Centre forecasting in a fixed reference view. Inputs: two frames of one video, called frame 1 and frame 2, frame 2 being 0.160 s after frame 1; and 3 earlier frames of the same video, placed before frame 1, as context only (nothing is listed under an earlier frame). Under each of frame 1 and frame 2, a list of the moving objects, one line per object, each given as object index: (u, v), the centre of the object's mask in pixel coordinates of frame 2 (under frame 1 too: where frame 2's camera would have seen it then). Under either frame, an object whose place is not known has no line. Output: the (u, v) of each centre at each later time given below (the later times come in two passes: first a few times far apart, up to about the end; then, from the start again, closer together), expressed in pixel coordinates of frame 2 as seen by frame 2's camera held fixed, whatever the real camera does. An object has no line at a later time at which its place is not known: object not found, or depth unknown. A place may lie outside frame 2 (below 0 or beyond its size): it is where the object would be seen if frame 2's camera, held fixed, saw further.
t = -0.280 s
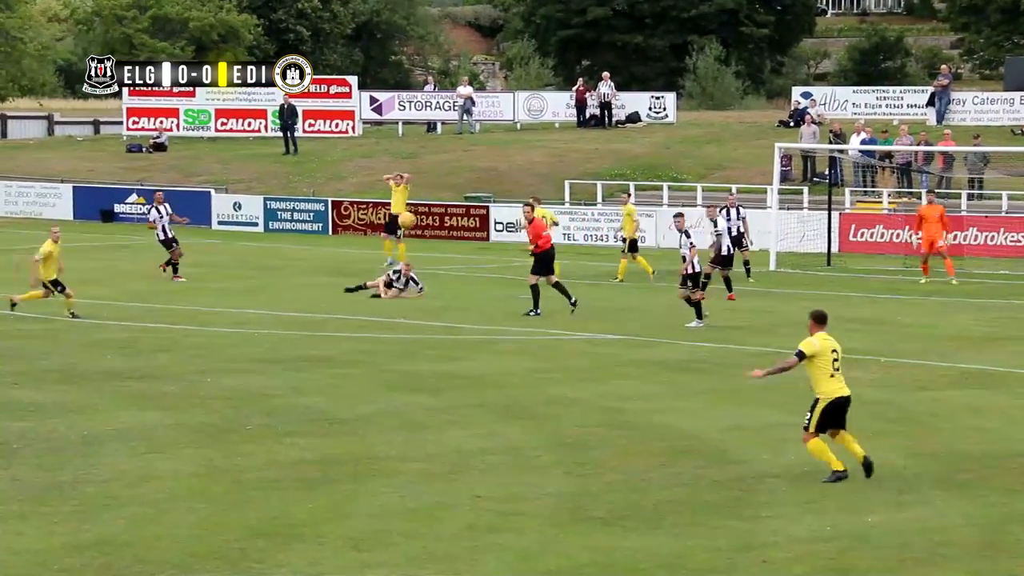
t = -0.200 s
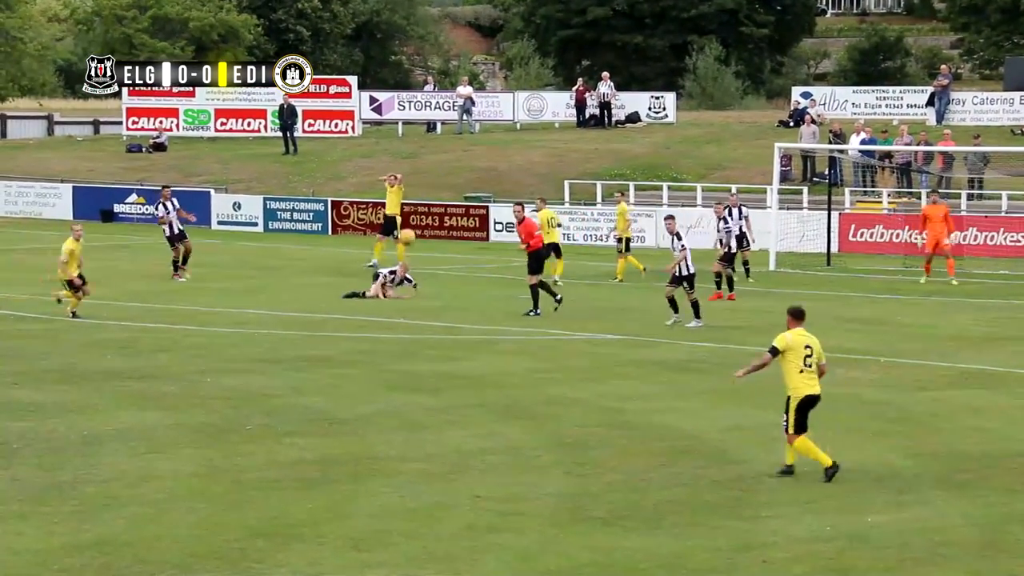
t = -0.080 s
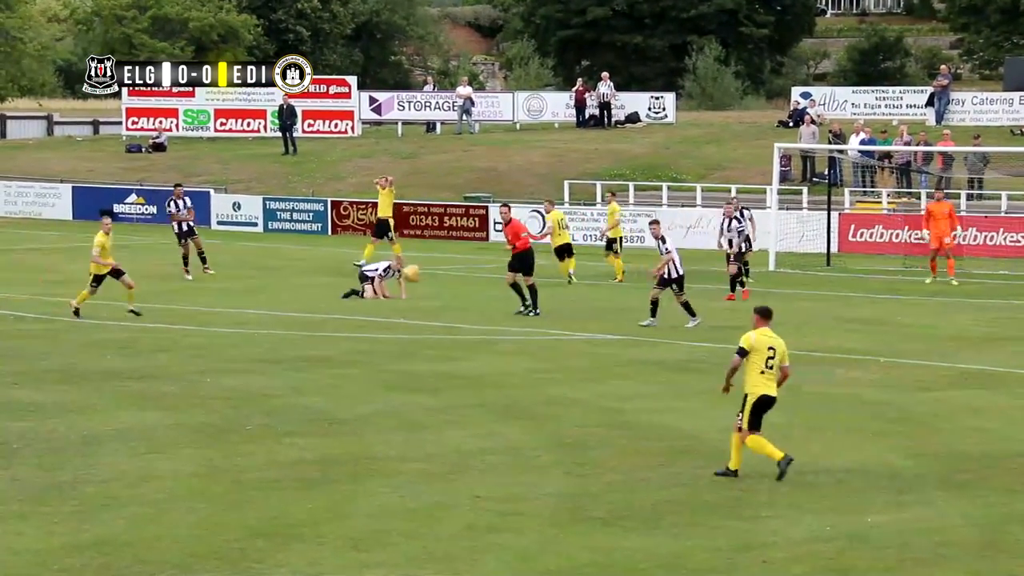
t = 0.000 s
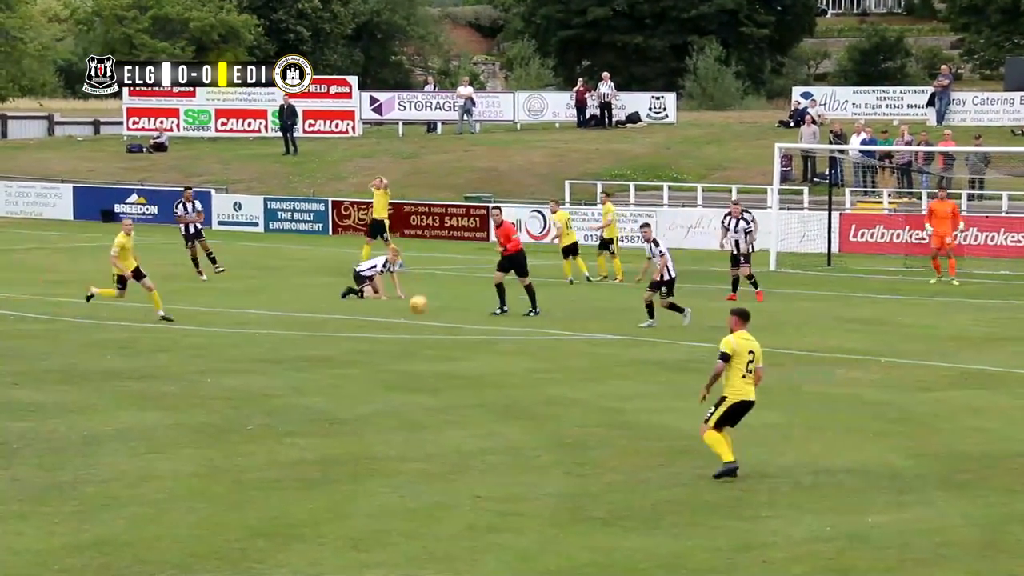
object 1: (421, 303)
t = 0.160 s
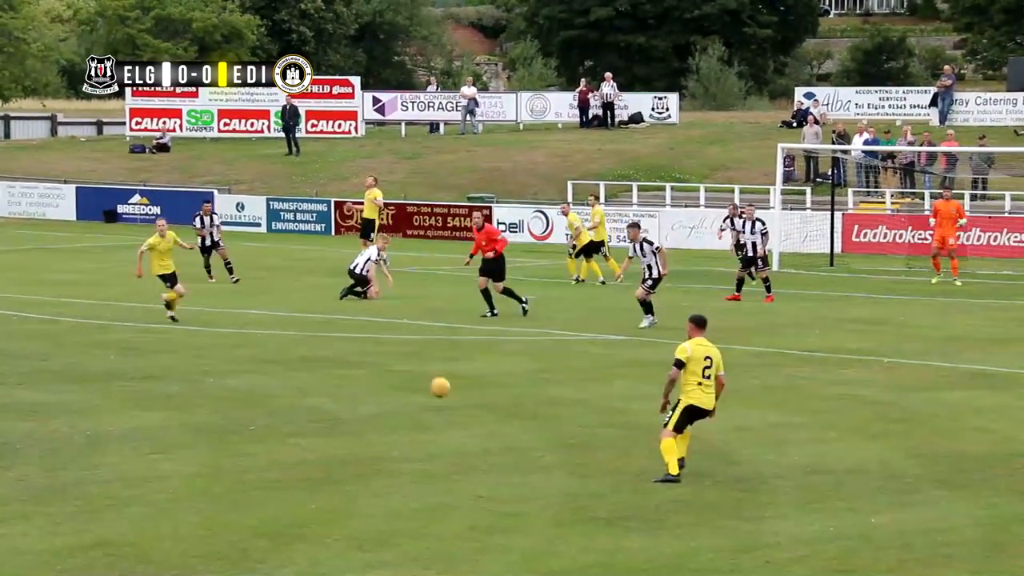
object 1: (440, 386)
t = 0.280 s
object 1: (465, 372)
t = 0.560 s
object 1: (531, 324)
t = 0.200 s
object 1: (447, 399)
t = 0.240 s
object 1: (455, 385)
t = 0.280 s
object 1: (465, 372)
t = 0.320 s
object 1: (474, 362)
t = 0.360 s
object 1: (483, 351)
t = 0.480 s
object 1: (511, 331)
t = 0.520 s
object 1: (521, 326)
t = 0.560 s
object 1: (531, 324)
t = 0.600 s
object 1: (541, 323)
